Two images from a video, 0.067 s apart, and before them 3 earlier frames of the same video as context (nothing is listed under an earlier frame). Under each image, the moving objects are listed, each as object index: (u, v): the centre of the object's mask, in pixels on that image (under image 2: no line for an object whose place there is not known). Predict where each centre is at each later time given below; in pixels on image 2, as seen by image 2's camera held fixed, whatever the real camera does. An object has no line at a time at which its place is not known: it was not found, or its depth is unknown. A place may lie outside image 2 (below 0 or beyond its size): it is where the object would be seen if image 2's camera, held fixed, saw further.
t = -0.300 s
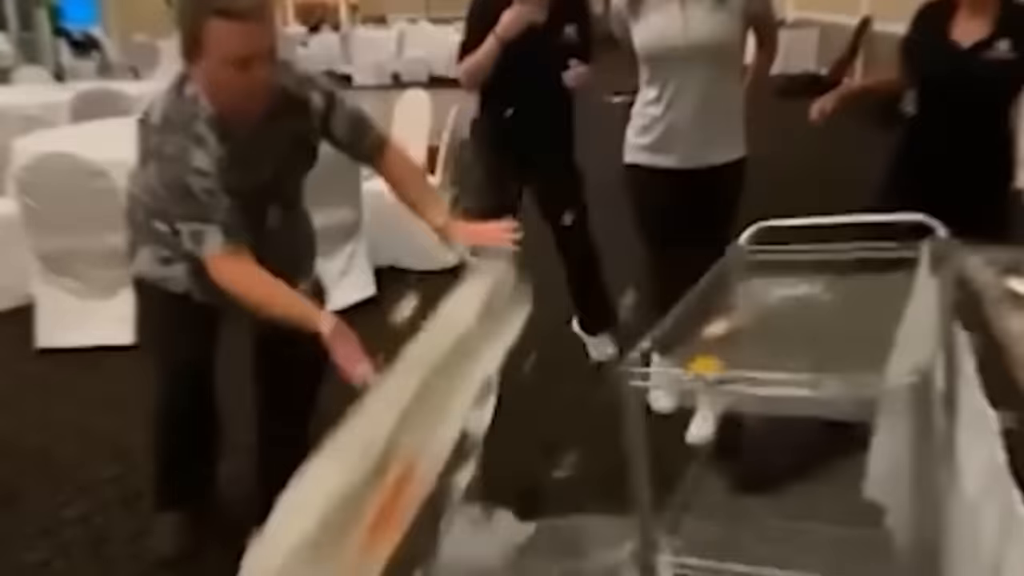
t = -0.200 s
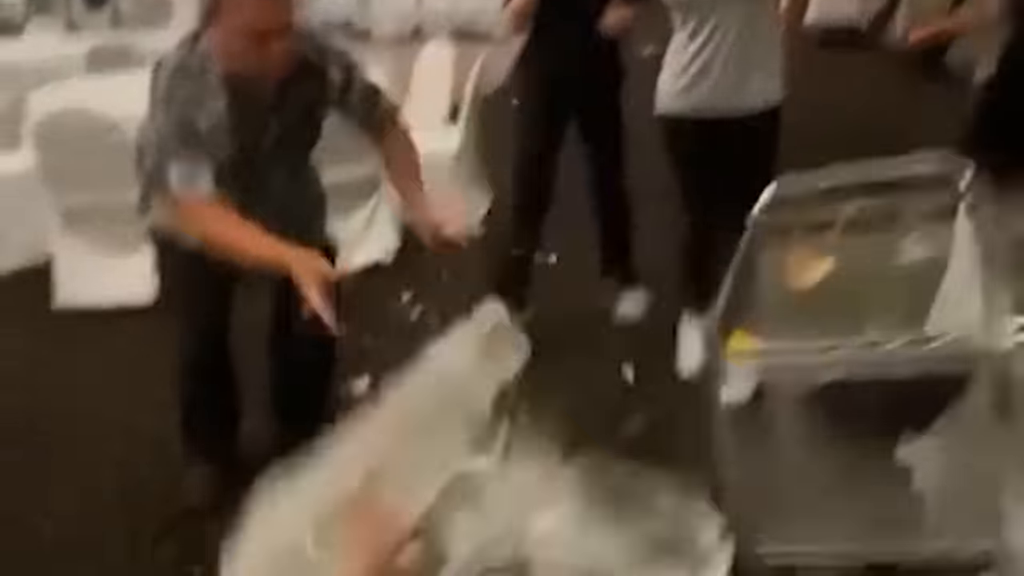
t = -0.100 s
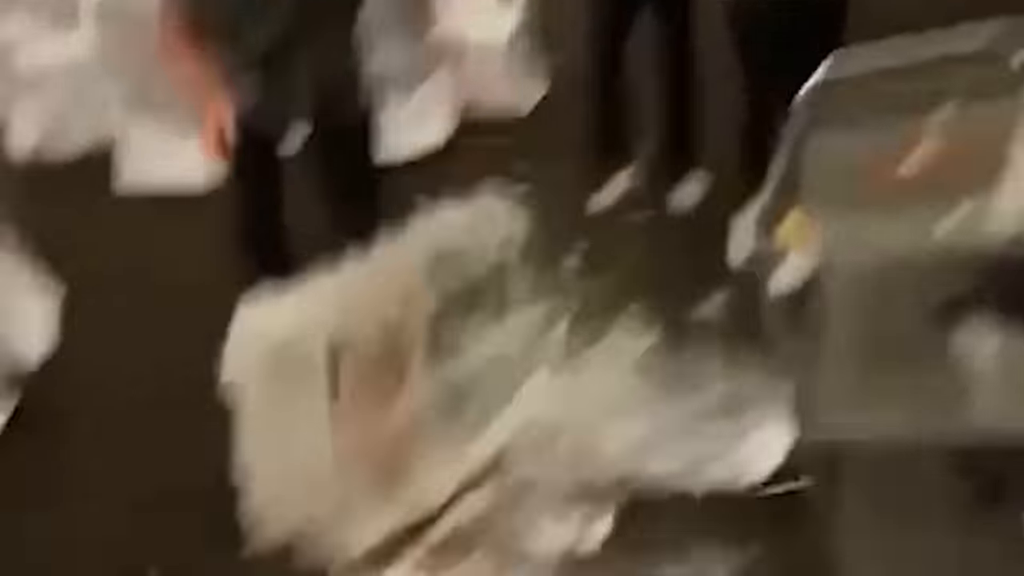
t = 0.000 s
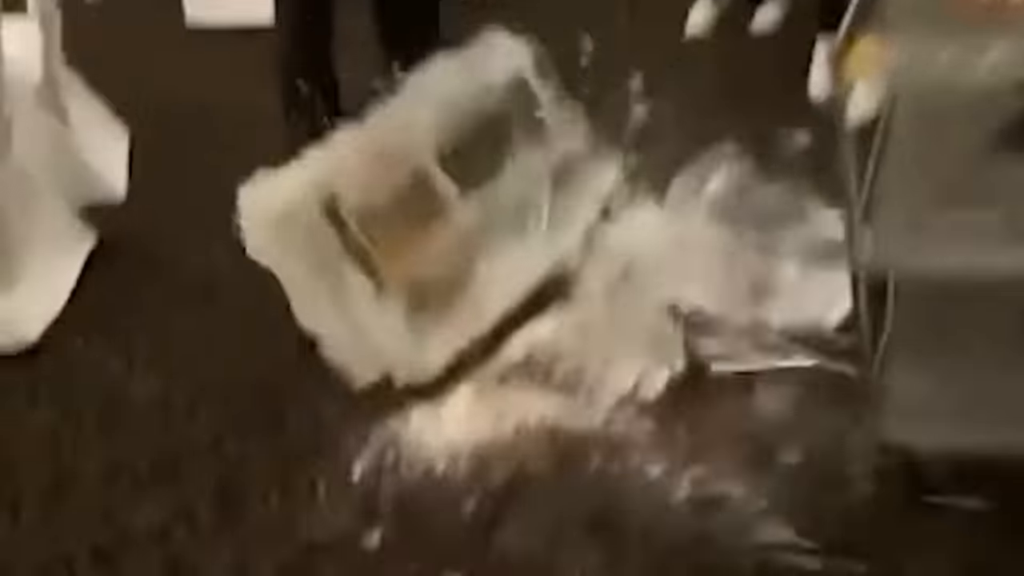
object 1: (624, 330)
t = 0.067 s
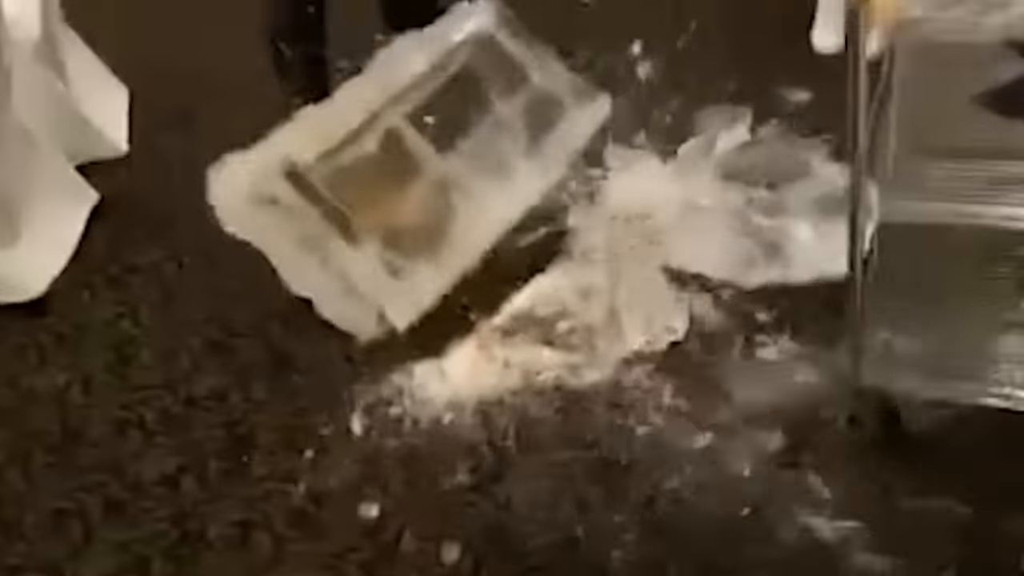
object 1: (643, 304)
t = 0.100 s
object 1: (638, 312)
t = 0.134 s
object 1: (639, 326)
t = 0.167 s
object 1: (640, 333)
